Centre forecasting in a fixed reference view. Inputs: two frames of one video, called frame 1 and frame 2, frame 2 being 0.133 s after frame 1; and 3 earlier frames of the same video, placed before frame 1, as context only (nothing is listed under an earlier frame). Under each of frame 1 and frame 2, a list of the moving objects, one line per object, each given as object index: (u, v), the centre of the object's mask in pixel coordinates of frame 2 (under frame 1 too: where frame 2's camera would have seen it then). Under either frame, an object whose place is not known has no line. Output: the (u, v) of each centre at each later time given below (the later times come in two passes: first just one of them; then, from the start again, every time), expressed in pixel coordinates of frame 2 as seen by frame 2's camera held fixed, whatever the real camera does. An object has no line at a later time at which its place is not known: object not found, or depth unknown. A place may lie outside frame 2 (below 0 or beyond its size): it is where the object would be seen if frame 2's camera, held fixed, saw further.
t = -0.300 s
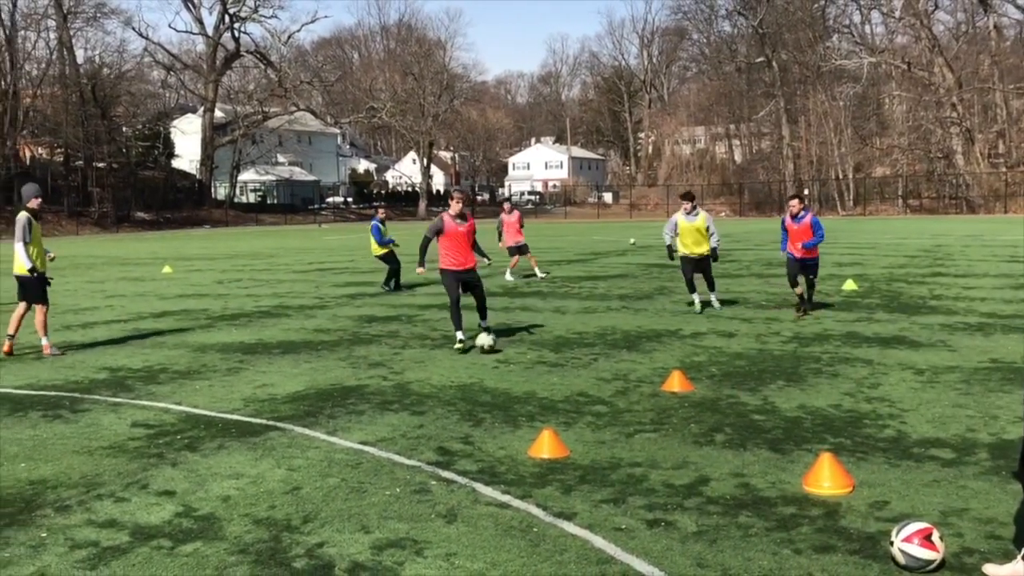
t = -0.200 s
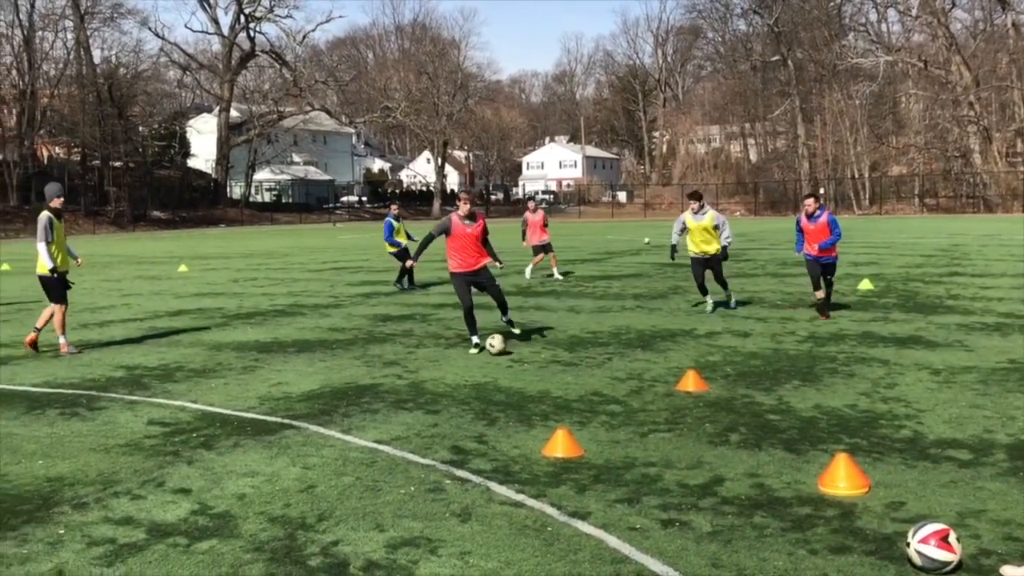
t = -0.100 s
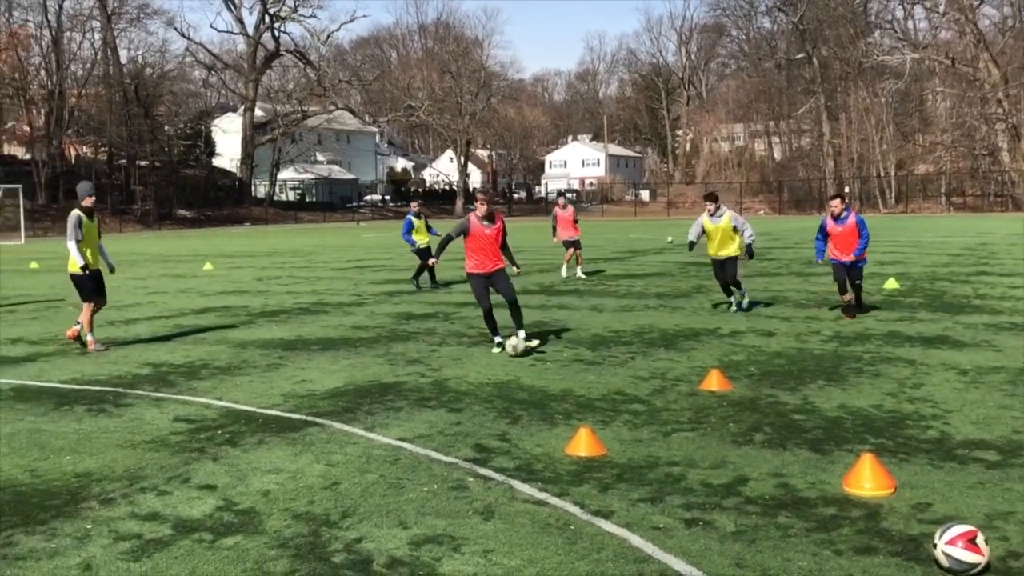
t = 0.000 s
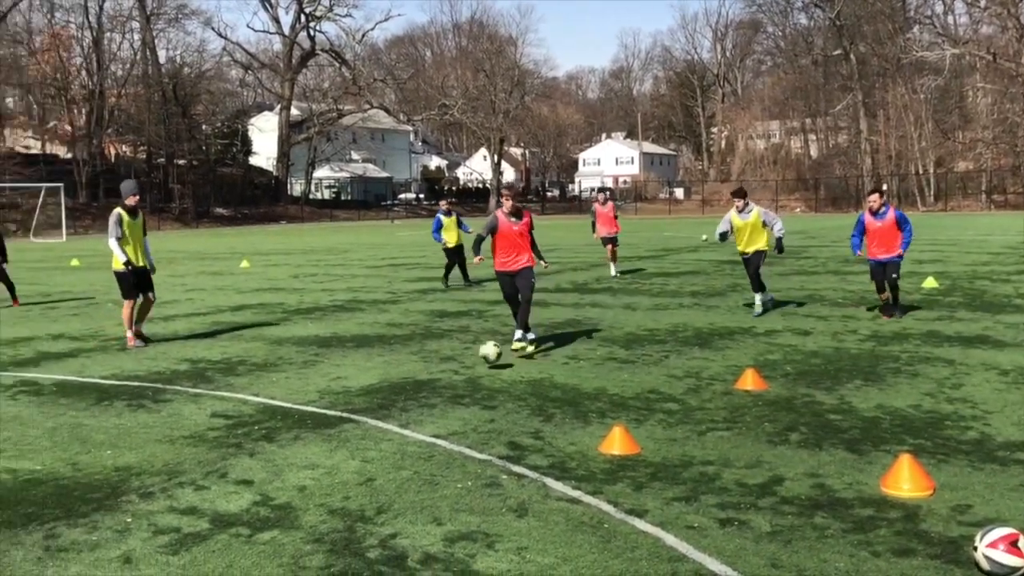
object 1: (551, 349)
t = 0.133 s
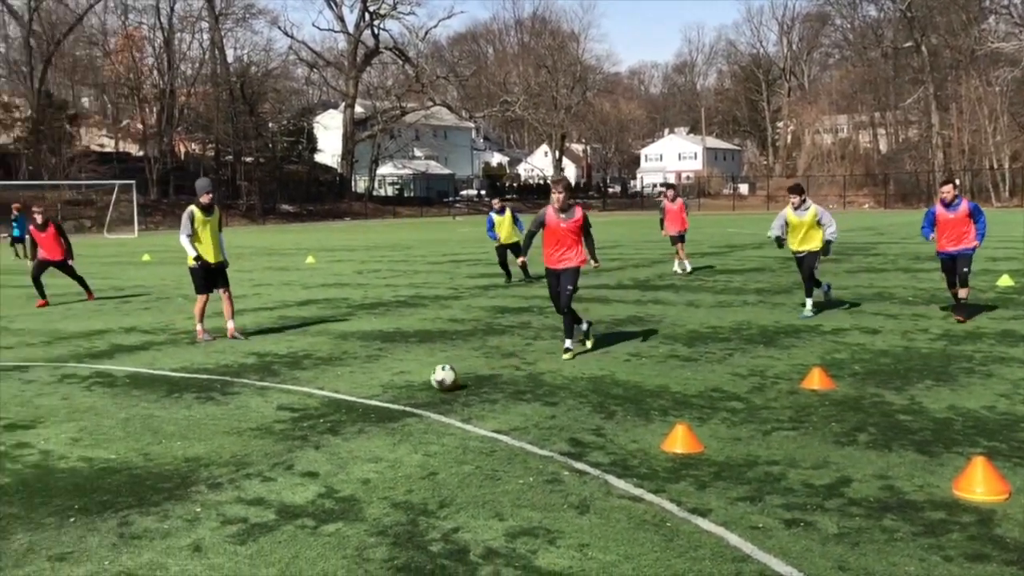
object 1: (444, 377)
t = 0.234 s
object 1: (353, 393)
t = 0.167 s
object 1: (414, 383)
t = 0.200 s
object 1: (384, 387)
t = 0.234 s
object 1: (353, 393)
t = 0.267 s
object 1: (320, 401)
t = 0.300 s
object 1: (284, 410)
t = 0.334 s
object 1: (246, 423)
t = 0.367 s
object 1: (212, 426)
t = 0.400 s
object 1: (174, 431)
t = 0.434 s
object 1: (134, 439)
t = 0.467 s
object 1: (93, 449)
